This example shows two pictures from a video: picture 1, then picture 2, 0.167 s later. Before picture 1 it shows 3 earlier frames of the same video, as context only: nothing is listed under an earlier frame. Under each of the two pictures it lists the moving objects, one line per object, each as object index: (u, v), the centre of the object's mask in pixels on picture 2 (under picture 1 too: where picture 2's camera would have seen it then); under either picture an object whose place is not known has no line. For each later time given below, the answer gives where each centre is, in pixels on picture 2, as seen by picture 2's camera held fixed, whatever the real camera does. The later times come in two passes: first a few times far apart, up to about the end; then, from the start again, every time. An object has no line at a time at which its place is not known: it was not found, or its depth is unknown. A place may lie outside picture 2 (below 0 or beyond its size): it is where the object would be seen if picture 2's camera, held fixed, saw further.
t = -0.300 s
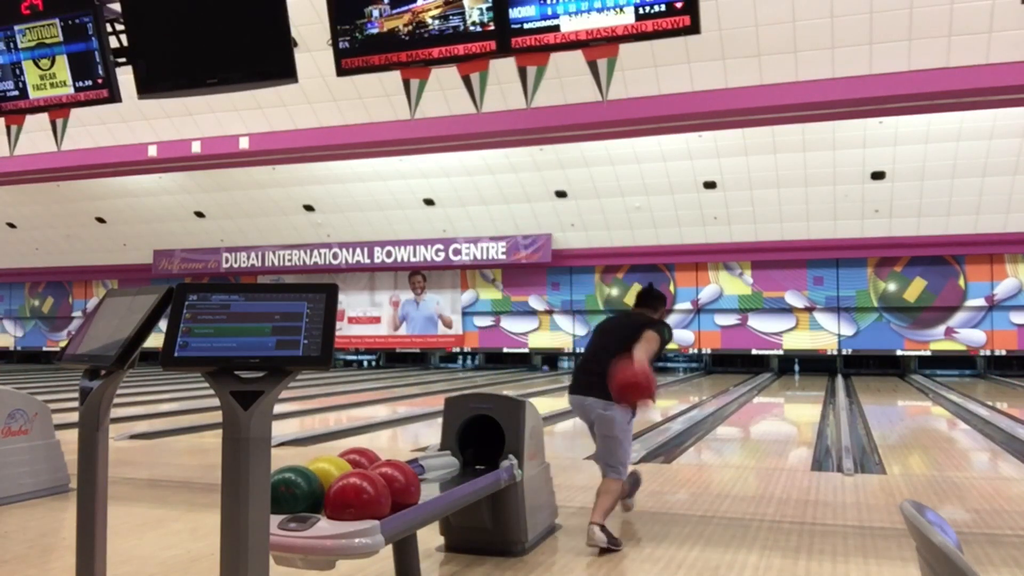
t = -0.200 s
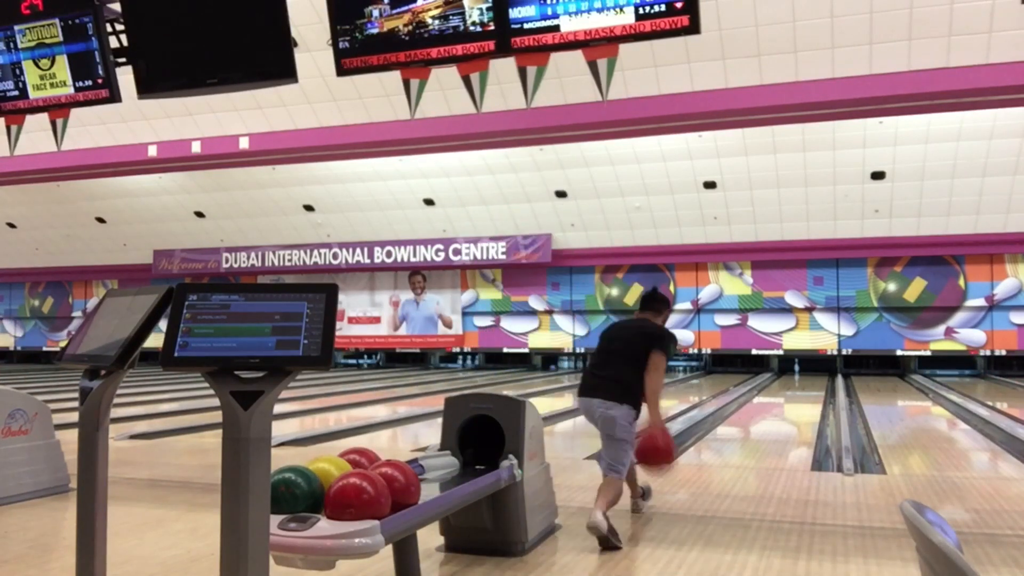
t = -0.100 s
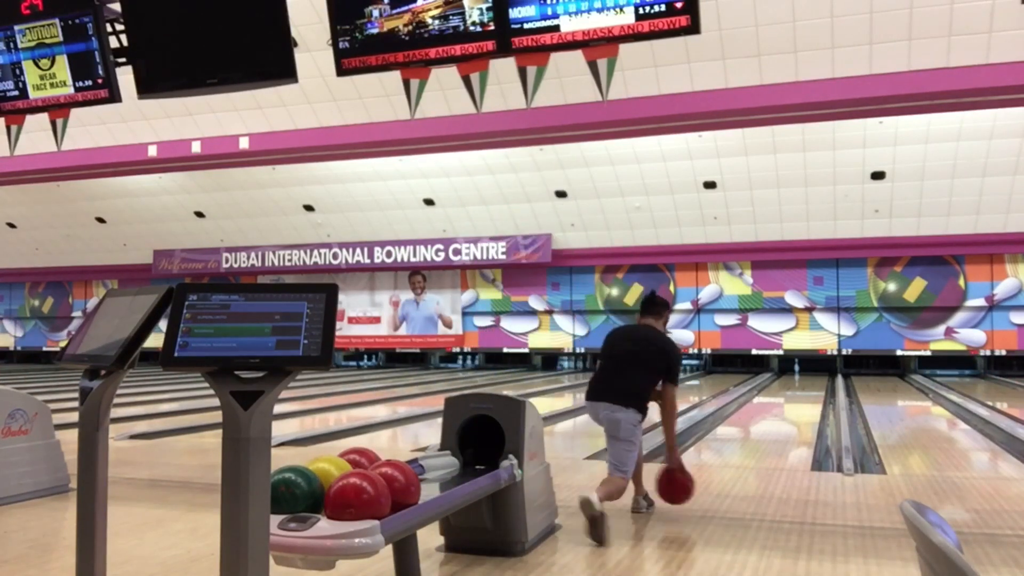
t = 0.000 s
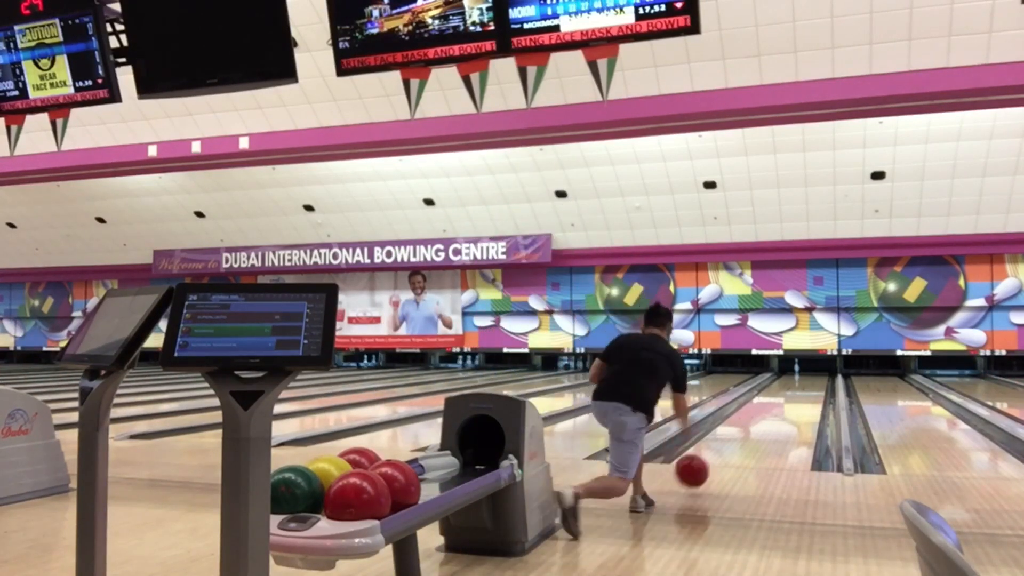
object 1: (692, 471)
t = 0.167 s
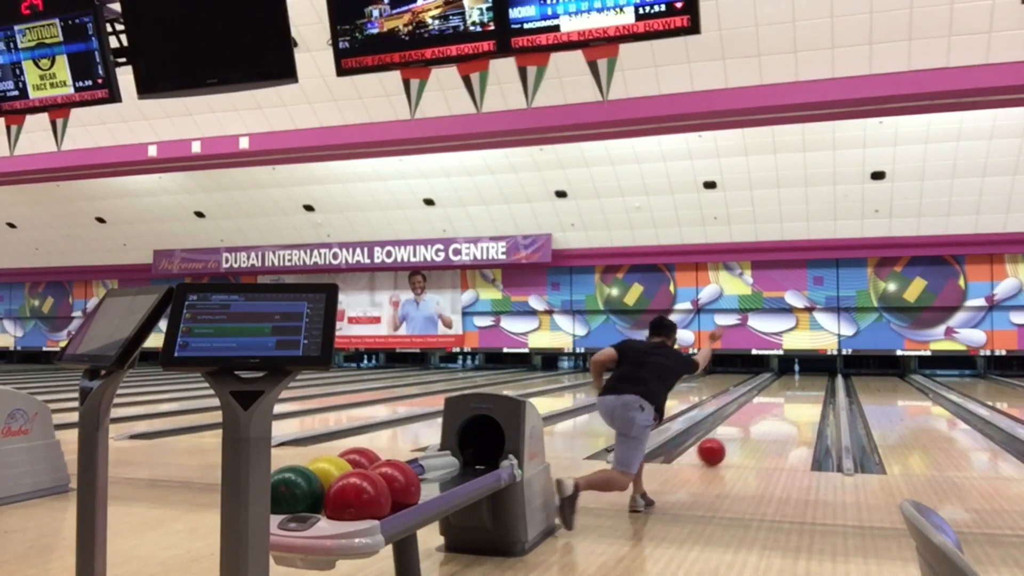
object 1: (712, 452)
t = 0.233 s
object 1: (717, 445)
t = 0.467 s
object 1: (733, 425)
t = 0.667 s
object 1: (743, 412)
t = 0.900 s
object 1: (751, 402)
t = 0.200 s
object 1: (715, 449)
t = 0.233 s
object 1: (717, 445)
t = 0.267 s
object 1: (720, 442)
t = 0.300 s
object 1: (723, 438)
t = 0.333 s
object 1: (725, 435)
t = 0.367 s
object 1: (727, 432)
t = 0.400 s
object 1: (730, 430)
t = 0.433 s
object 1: (732, 427)
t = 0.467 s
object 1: (733, 425)
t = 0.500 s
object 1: (735, 422)
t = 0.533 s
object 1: (737, 420)
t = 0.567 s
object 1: (738, 418)
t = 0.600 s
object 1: (740, 416)
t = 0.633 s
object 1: (741, 414)
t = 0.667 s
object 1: (743, 412)
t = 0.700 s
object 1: (744, 410)
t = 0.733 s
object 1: (745, 409)
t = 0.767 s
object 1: (746, 407)
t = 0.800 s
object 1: (747, 406)
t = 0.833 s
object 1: (749, 405)
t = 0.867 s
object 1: (750, 403)
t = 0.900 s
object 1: (751, 402)
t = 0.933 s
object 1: (751, 400)
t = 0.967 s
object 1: (752, 399)
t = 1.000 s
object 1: (753, 398)
